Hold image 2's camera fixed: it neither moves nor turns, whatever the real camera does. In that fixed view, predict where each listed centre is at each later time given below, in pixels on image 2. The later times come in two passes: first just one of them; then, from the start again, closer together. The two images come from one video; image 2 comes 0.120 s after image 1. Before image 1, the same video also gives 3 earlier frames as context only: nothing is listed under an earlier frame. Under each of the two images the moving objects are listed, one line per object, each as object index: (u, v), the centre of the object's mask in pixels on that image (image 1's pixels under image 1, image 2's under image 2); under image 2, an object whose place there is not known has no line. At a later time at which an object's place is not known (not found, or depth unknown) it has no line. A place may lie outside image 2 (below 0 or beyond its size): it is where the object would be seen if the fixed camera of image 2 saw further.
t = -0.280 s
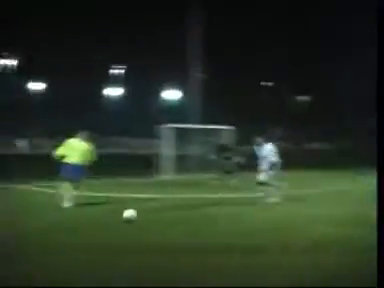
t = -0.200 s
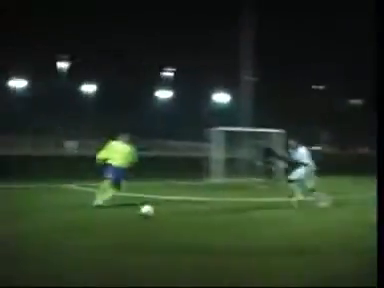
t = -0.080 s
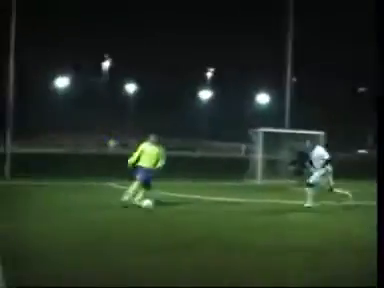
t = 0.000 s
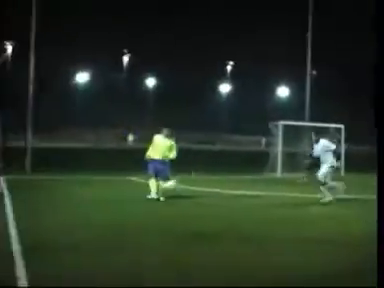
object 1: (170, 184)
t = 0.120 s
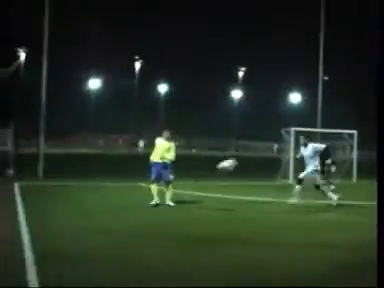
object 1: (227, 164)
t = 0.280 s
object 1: (287, 138)
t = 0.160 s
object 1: (242, 157)
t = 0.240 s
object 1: (272, 142)
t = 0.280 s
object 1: (287, 138)
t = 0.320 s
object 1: (302, 133)
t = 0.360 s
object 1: (317, 129)
